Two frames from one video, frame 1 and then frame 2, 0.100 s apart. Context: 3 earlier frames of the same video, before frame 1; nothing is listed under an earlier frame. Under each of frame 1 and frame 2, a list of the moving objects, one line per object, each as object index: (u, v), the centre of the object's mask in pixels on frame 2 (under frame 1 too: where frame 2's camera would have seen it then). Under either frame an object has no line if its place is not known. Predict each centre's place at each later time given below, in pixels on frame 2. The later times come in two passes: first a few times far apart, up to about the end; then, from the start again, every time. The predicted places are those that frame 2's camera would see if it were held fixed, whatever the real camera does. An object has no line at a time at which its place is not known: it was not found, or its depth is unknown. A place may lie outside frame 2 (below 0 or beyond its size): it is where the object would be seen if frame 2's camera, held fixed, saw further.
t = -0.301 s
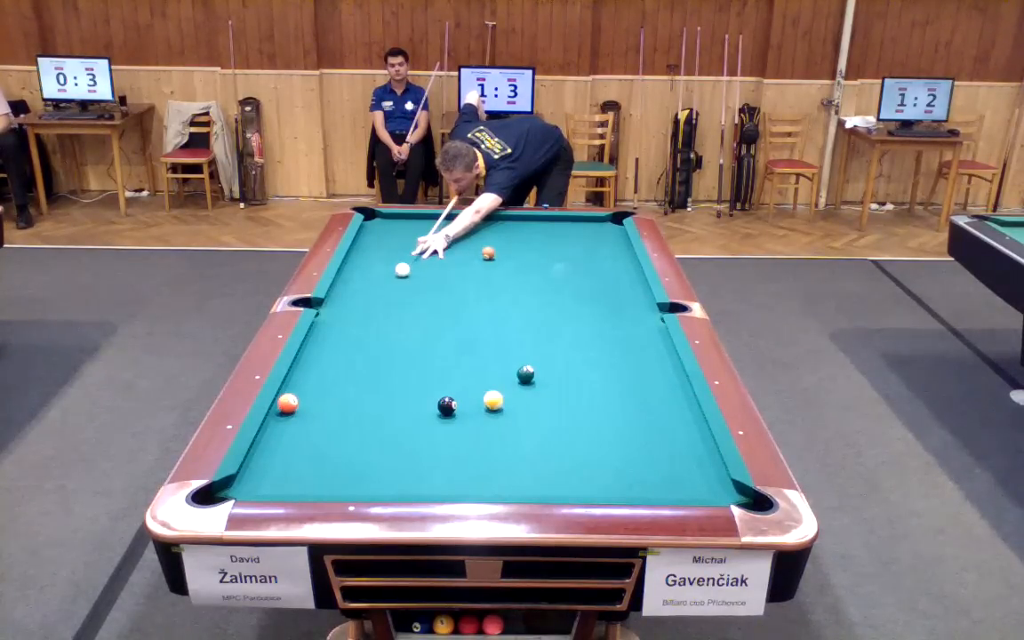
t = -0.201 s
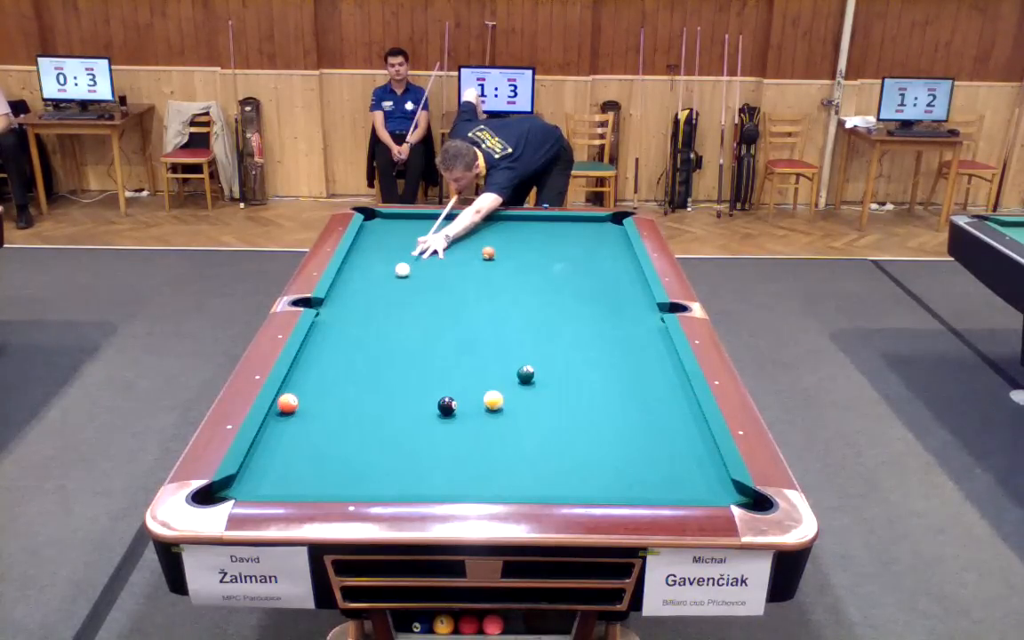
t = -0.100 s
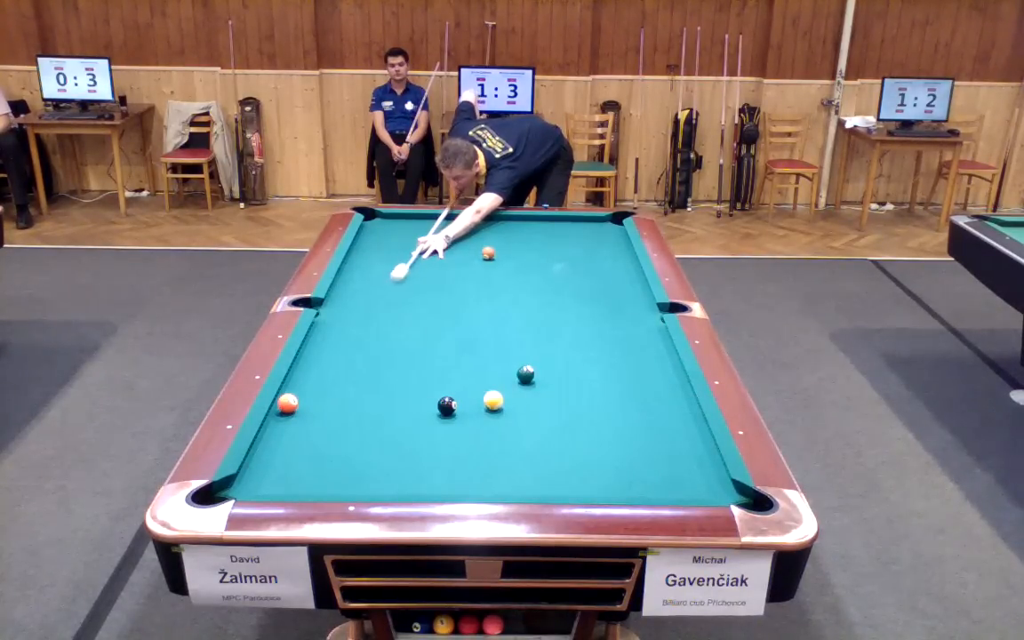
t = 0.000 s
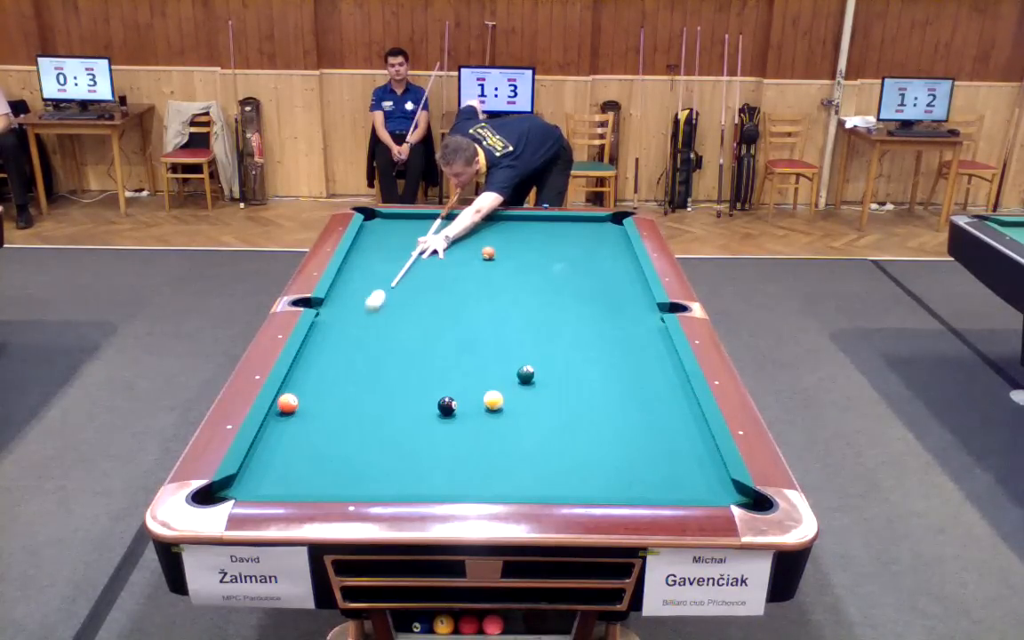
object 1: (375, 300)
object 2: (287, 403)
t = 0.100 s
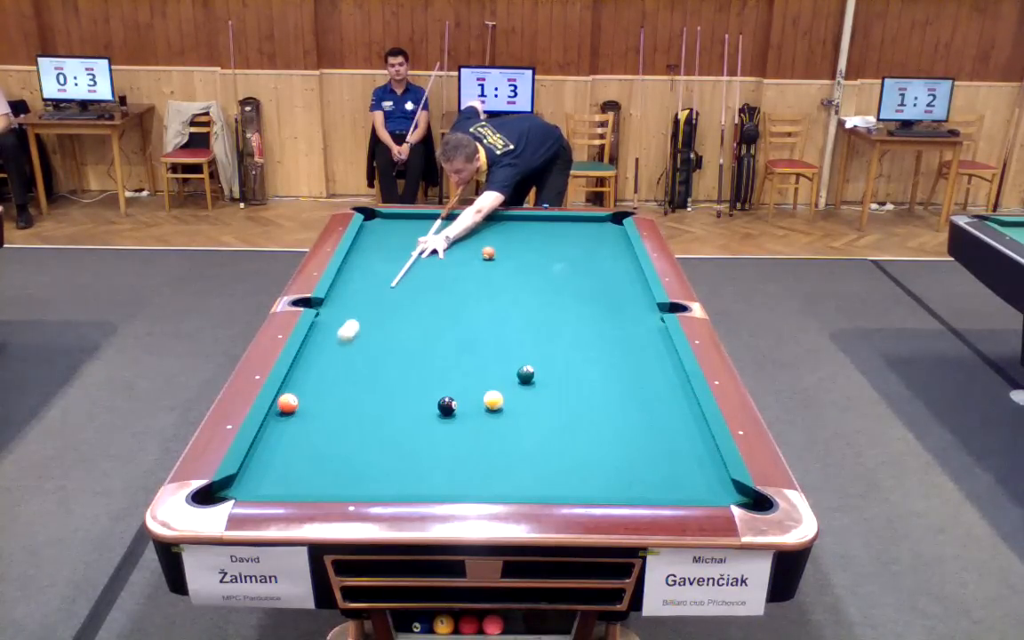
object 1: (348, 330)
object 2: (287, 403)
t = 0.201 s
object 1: (319, 364)
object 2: (287, 403)
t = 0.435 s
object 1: (293, 391)
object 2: (254, 467)
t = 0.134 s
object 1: (339, 341)
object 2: (287, 404)
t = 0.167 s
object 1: (329, 352)
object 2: (287, 403)
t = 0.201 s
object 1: (319, 364)
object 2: (287, 403)
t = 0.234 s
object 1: (308, 375)
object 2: (287, 403)
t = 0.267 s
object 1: (298, 386)
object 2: (287, 403)
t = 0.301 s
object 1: (290, 392)
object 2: (284, 410)
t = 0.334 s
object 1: (286, 394)
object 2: (276, 423)
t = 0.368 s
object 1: (288, 393)
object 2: (269, 437)
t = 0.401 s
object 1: (290, 392)
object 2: (262, 452)
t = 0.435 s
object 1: (293, 391)
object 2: (254, 467)
